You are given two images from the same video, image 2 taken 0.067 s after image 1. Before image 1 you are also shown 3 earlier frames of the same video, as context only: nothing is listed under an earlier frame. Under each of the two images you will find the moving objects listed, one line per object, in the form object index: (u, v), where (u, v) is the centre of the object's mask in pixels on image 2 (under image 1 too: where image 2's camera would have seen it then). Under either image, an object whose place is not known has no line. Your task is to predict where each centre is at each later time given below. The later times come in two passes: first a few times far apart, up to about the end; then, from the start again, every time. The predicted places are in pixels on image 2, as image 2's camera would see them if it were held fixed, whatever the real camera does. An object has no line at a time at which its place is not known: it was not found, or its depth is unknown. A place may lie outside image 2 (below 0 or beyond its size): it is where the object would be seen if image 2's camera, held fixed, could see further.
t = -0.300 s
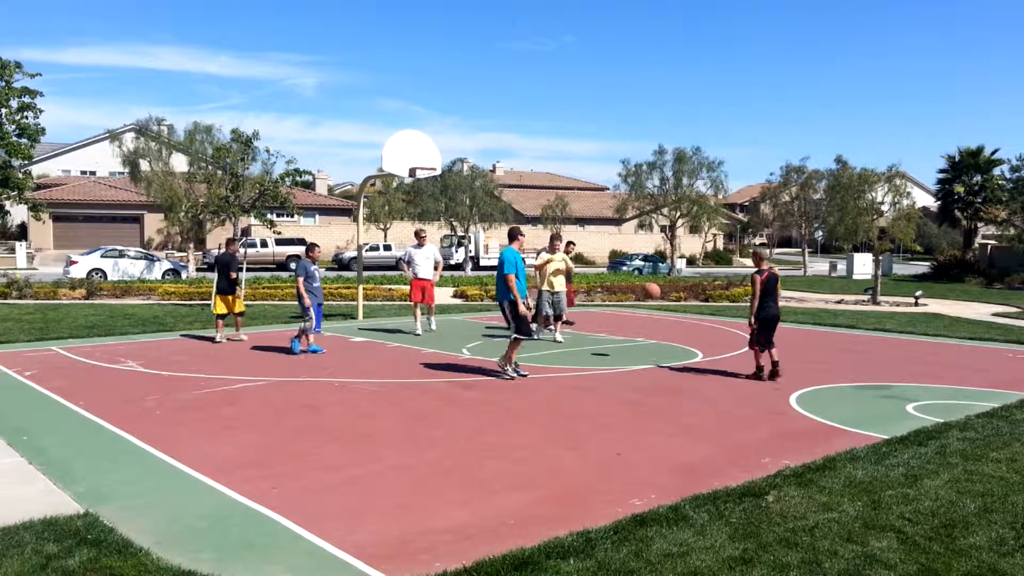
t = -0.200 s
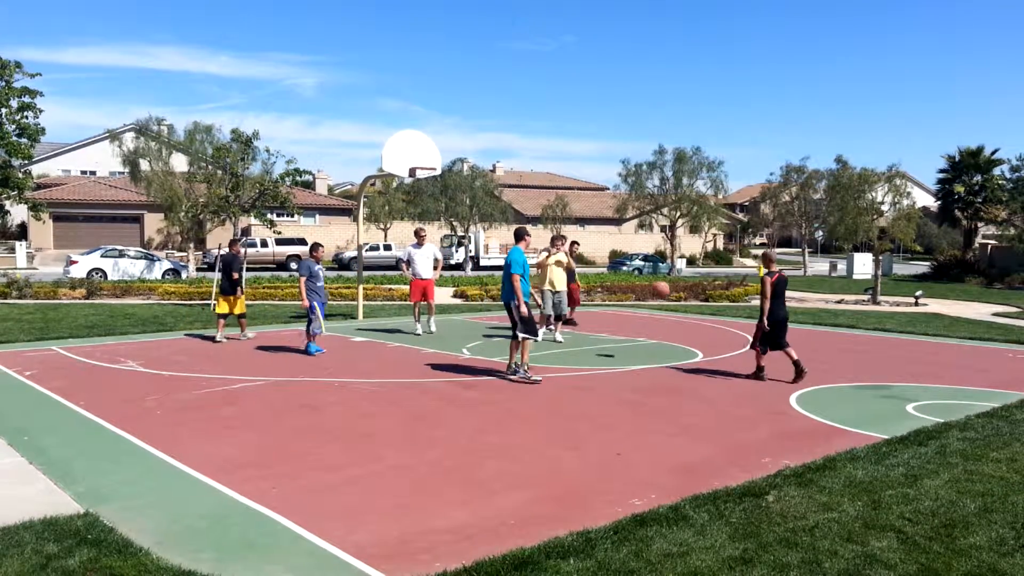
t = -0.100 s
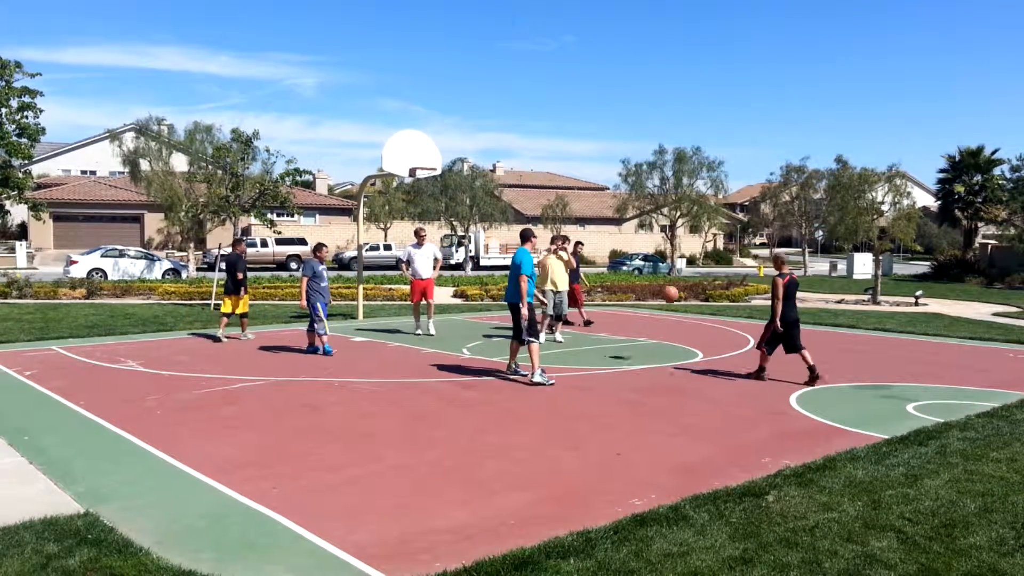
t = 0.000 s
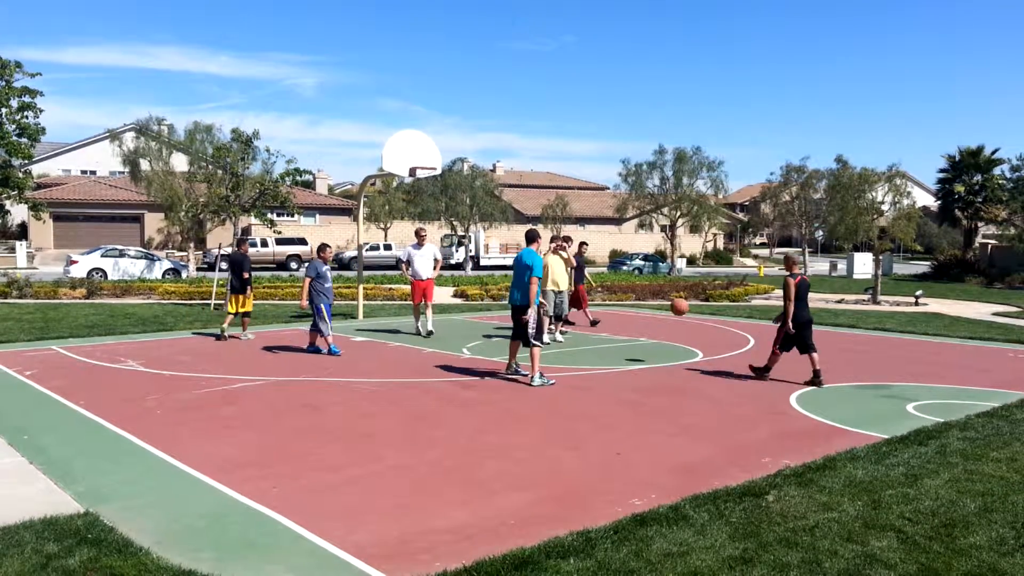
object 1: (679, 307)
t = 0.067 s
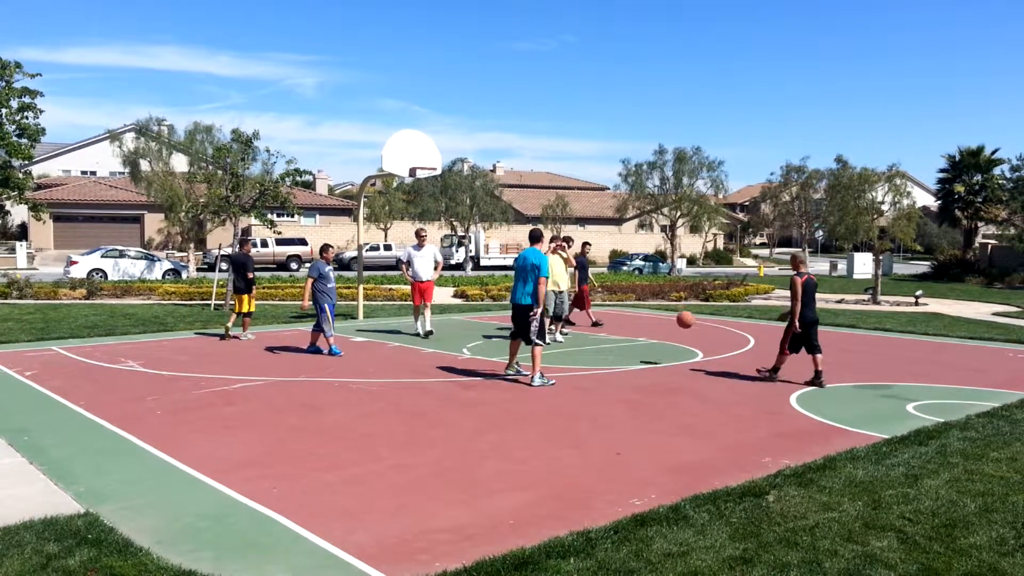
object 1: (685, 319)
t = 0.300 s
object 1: (708, 345)
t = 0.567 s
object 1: (737, 315)
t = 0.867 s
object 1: (769, 348)
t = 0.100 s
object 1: (688, 327)
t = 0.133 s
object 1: (691, 335)
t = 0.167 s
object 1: (695, 344)
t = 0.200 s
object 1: (698, 355)
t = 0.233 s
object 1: (701, 360)
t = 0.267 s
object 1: (705, 352)
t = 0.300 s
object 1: (708, 345)
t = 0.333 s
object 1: (711, 338)
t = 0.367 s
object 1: (715, 333)
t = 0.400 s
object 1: (718, 328)
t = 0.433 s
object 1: (721, 324)
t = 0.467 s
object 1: (725, 320)
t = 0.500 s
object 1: (729, 318)
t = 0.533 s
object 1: (733, 316)
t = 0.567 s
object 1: (737, 315)
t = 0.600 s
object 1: (740, 315)
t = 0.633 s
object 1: (744, 316)
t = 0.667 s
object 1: (747, 318)
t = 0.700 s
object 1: (750, 321)
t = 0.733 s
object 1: (754, 324)
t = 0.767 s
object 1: (758, 329)
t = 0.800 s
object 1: (762, 333)
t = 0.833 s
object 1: (765, 340)
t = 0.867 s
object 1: (769, 348)
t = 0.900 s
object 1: (773, 356)
